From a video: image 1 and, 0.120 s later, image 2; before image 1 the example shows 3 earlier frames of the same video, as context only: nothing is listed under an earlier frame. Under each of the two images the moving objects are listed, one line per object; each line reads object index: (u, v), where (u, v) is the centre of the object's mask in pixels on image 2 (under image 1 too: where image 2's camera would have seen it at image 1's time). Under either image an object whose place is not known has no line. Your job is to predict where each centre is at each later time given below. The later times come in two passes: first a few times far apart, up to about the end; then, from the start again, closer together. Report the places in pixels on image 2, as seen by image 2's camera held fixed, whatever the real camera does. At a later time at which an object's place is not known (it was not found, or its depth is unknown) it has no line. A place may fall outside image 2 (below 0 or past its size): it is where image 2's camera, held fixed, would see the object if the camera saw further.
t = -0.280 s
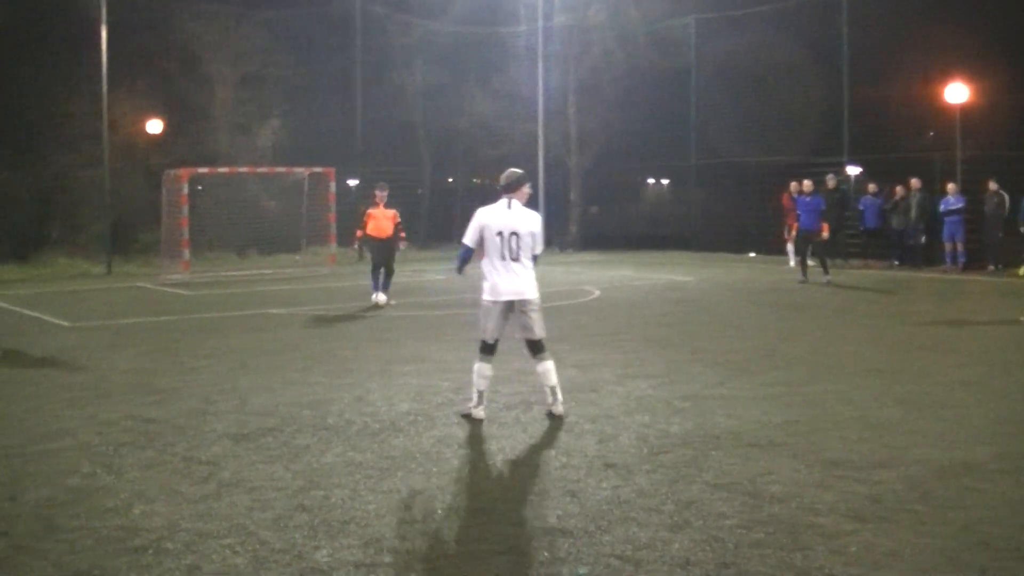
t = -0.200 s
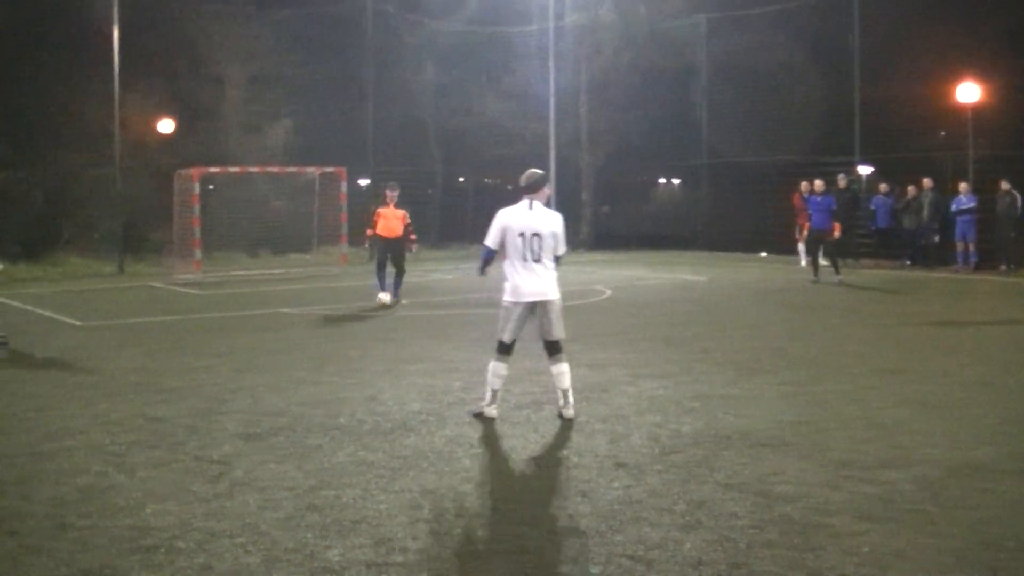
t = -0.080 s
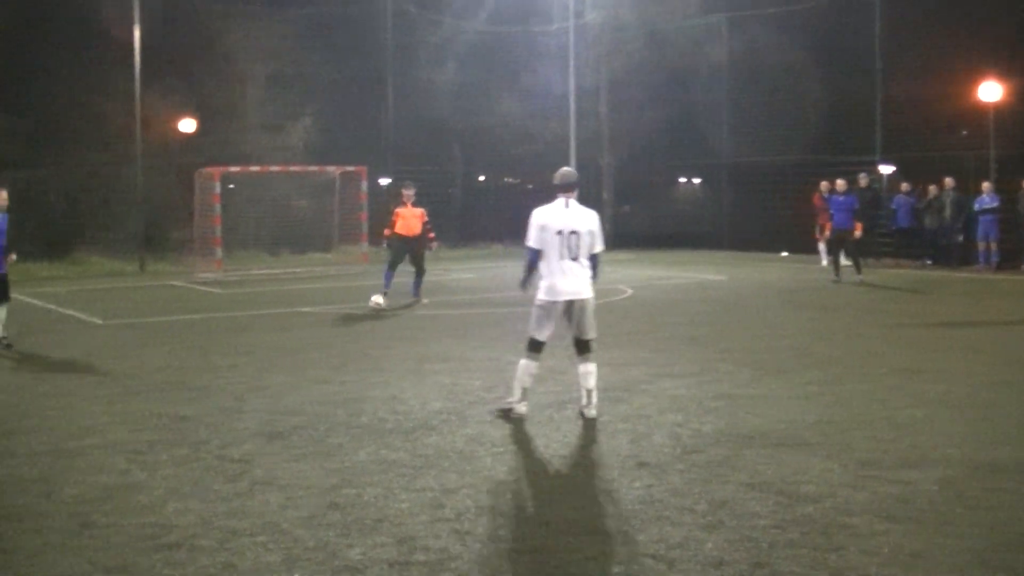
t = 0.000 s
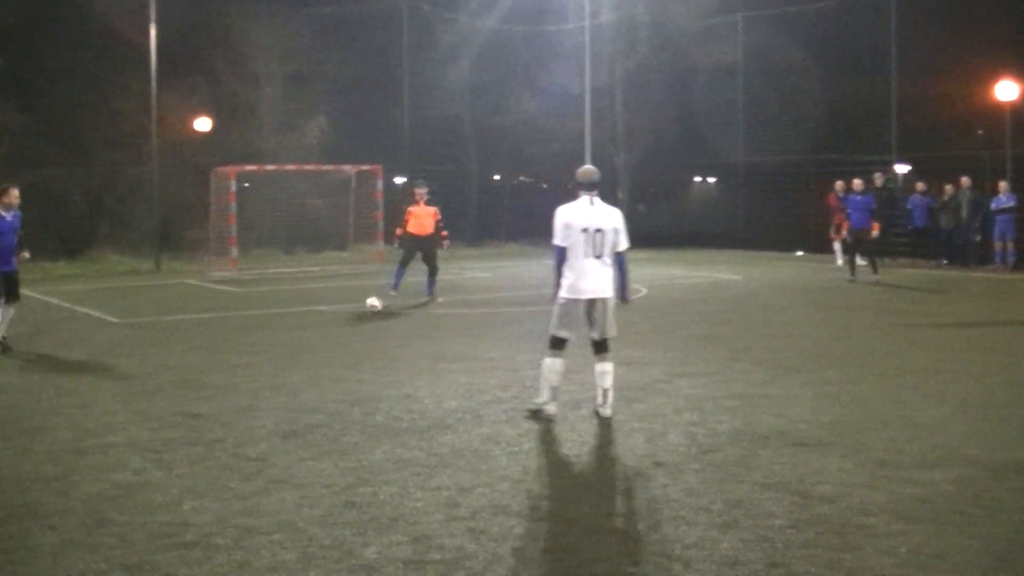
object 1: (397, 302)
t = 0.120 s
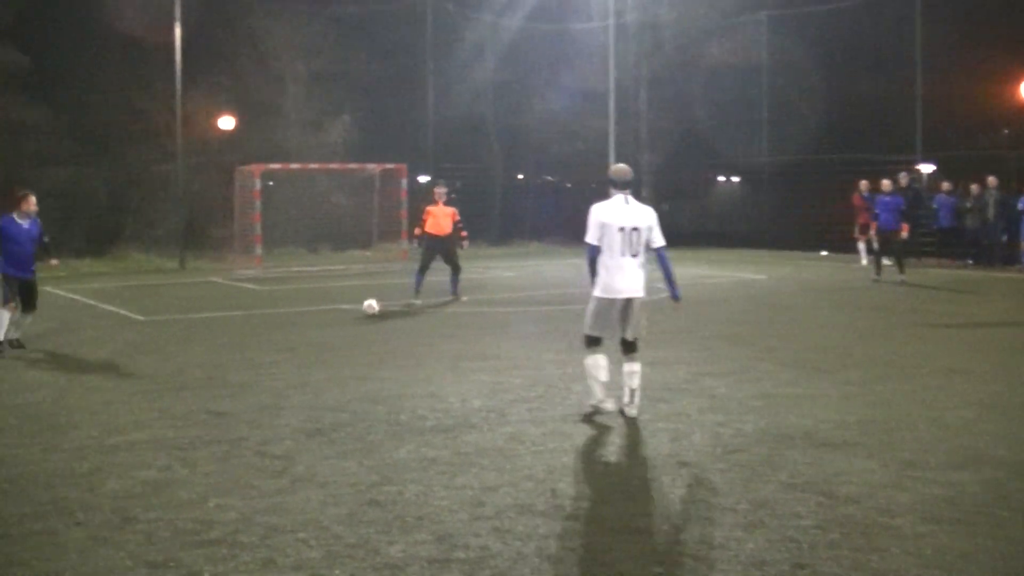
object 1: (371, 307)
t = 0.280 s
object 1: (340, 311)
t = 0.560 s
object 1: (289, 321)
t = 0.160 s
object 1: (363, 308)
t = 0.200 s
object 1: (354, 310)
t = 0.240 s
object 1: (347, 311)
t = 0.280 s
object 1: (340, 311)
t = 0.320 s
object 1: (332, 313)
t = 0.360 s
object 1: (325, 314)
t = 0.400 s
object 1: (318, 314)
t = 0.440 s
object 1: (310, 316)
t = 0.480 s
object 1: (304, 318)
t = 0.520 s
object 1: (297, 320)
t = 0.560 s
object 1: (289, 321)
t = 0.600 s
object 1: (282, 321)
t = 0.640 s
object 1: (275, 323)
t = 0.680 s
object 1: (267, 324)
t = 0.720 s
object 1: (260, 325)
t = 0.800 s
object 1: (243, 328)
